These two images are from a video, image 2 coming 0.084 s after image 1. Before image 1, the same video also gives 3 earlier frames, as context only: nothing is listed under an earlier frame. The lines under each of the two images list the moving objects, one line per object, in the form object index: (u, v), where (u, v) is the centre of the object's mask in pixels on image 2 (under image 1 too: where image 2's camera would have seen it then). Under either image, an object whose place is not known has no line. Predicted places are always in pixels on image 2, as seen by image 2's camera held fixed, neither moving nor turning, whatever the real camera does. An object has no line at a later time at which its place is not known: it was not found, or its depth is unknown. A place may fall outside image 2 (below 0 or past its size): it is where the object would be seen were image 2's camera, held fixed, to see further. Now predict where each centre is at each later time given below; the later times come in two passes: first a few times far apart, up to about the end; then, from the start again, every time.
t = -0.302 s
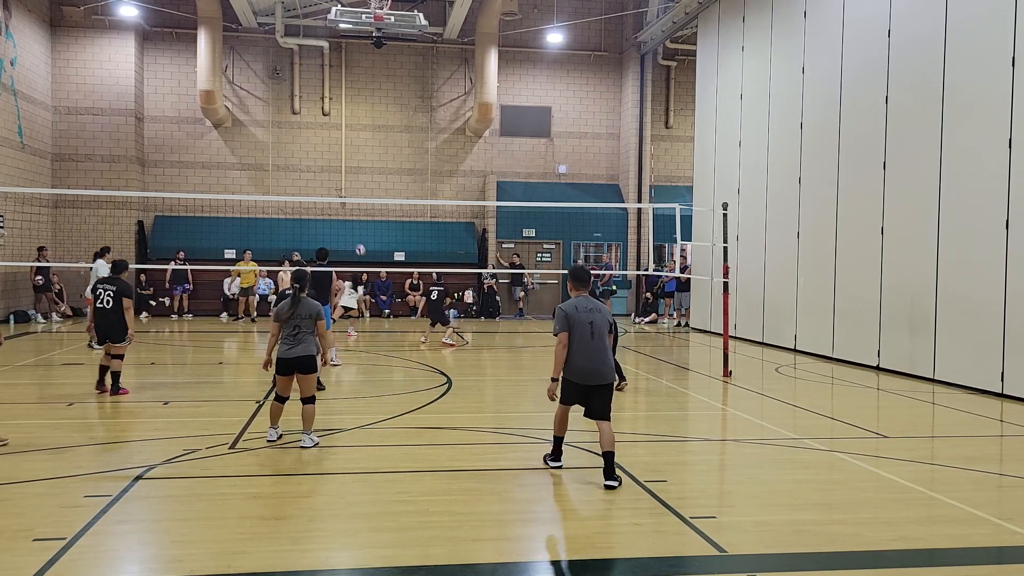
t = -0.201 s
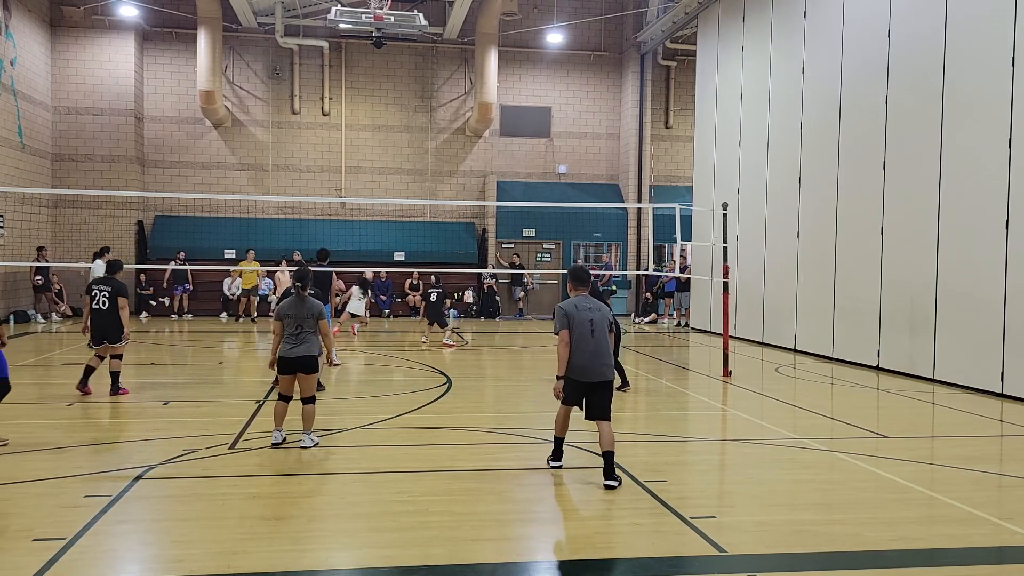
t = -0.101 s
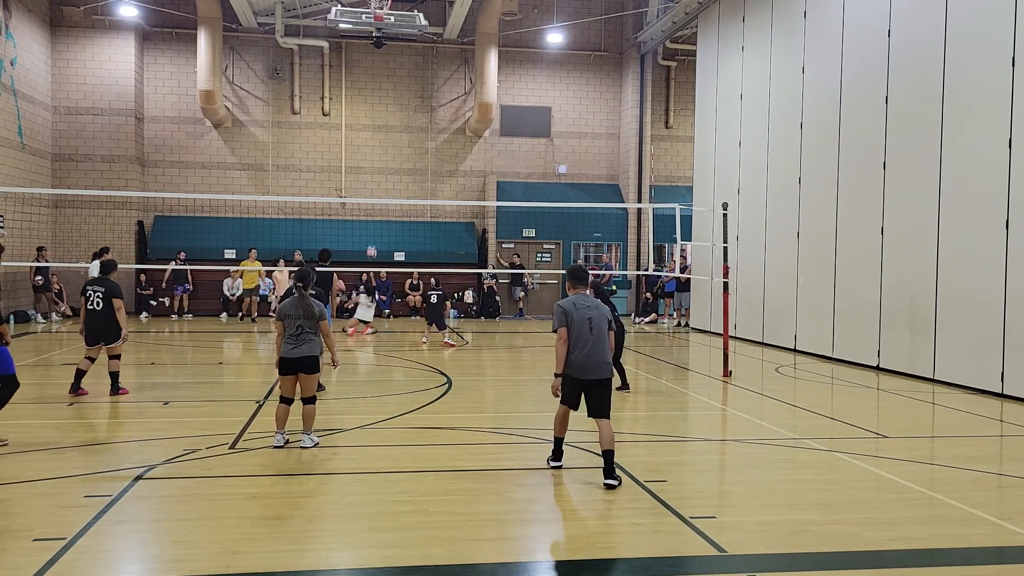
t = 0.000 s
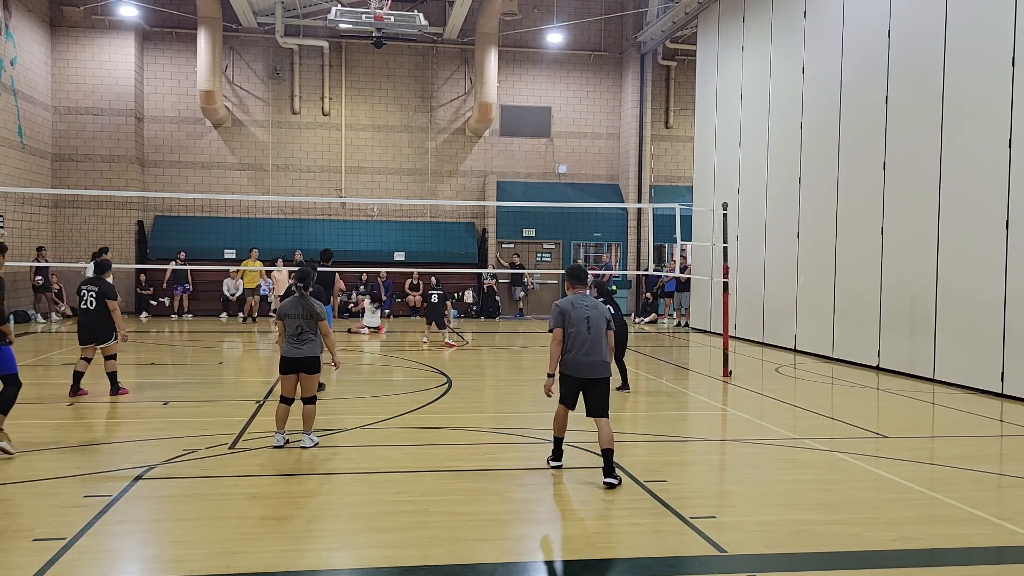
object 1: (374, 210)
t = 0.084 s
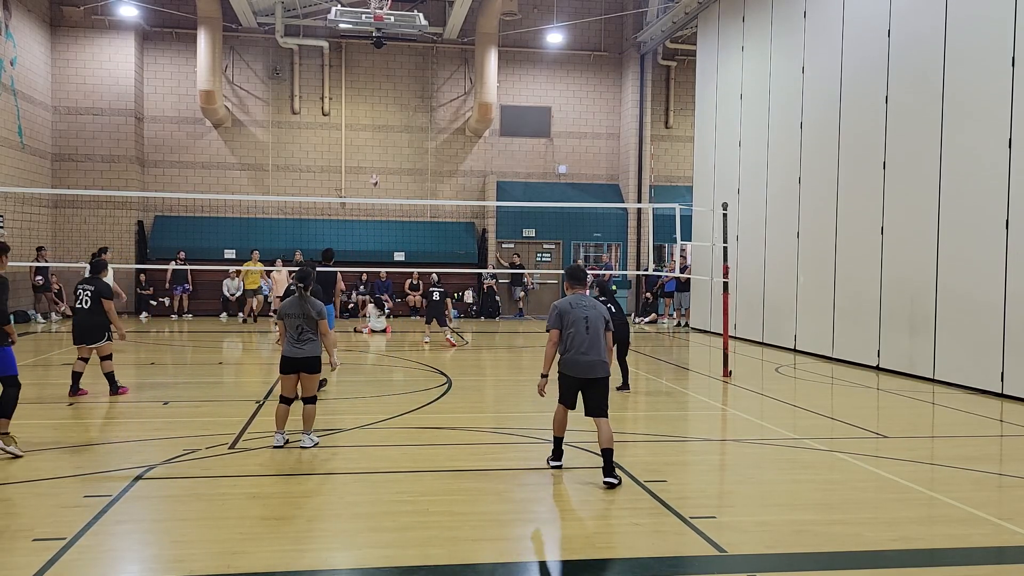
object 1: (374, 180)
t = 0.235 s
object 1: (377, 131)
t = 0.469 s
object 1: (382, 72)
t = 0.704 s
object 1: (390, 42)
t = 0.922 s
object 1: (400, 46)
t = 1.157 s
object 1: (413, 97)
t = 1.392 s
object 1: (427, 214)
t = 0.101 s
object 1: (375, 175)
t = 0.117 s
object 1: (375, 170)
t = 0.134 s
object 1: (375, 164)
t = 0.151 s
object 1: (376, 157)
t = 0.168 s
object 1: (375, 152)
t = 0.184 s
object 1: (376, 147)
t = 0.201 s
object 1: (376, 141)
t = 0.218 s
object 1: (376, 135)
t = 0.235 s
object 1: (377, 131)
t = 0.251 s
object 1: (378, 127)
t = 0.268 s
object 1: (377, 122)
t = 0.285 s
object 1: (378, 117)
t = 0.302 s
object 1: (378, 112)
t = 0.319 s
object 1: (379, 107)
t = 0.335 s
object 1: (379, 103)
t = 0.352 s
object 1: (379, 99)
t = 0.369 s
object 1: (380, 95)
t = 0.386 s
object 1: (380, 91)
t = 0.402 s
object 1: (381, 87)
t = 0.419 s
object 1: (381, 83)
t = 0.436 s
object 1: (381, 79)
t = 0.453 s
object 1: (382, 76)
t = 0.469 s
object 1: (382, 72)
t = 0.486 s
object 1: (383, 69)
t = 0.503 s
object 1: (383, 66)
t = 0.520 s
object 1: (384, 64)
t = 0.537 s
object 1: (385, 61)
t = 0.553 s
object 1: (385, 58)
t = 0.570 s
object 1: (385, 56)
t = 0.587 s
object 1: (386, 53)
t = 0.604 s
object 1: (387, 51)
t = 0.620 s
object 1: (387, 49)
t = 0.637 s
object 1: (388, 47)
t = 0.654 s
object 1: (388, 46)
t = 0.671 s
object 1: (389, 44)
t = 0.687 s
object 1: (390, 43)
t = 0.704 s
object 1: (390, 42)
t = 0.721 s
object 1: (391, 41)
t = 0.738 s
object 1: (392, 40)
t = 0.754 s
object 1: (392, 40)
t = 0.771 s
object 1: (393, 40)
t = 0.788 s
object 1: (394, 39)
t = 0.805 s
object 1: (395, 39)
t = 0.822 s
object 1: (395, 40)
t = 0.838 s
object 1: (396, 40)
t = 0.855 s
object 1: (397, 41)
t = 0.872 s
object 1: (398, 42)
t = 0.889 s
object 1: (398, 43)
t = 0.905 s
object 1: (399, 44)
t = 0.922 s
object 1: (400, 46)
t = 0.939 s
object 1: (401, 48)
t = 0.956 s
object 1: (402, 50)
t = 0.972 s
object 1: (403, 53)
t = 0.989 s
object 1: (403, 55)
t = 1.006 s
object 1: (405, 58)
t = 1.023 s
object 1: (405, 61)
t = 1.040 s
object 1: (406, 65)
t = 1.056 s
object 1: (407, 68)
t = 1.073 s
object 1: (408, 73)
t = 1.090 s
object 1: (409, 77)
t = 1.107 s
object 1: (410, 81)
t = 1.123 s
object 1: (411, 85)
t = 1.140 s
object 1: (412, 91)
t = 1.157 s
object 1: (413, 97)
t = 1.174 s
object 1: (414, 102)
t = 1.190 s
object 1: (415, 109)
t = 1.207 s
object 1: (415, 115)
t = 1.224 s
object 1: (416, 123)
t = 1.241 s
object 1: (418, 128)
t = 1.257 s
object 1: (419, 136)
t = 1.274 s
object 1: (420, 144)
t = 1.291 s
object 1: (420, 152)
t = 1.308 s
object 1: (421, 161)
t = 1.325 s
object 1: (423, 171)
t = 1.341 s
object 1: (424, 180)
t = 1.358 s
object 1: (425, 189)
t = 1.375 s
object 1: (426, 201)
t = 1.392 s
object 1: (427, 214)
